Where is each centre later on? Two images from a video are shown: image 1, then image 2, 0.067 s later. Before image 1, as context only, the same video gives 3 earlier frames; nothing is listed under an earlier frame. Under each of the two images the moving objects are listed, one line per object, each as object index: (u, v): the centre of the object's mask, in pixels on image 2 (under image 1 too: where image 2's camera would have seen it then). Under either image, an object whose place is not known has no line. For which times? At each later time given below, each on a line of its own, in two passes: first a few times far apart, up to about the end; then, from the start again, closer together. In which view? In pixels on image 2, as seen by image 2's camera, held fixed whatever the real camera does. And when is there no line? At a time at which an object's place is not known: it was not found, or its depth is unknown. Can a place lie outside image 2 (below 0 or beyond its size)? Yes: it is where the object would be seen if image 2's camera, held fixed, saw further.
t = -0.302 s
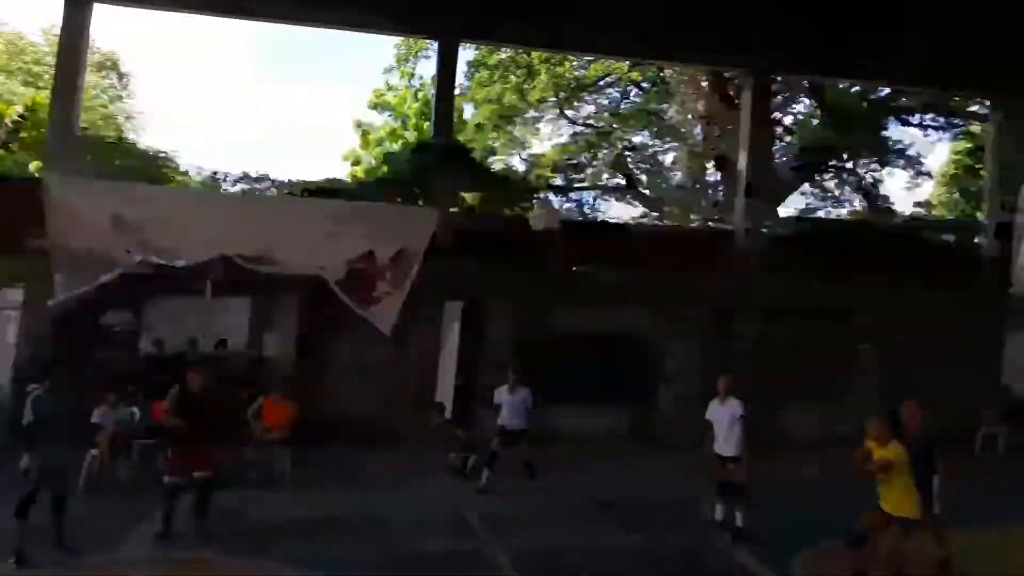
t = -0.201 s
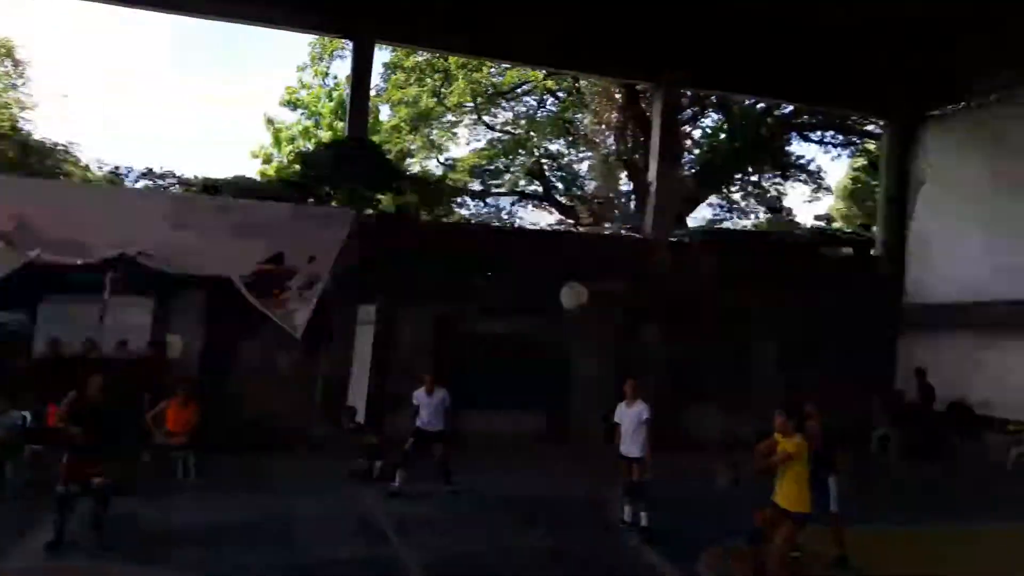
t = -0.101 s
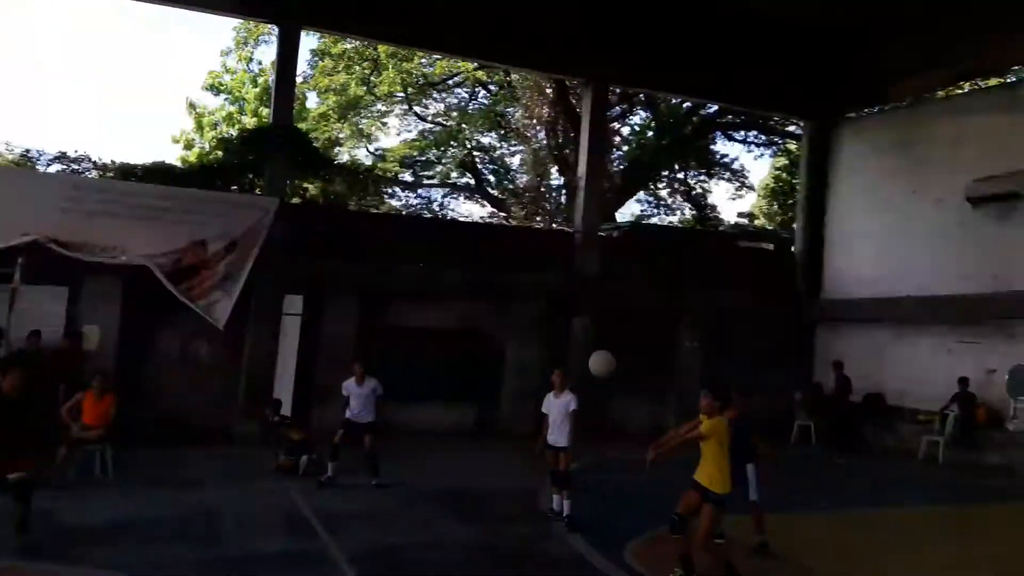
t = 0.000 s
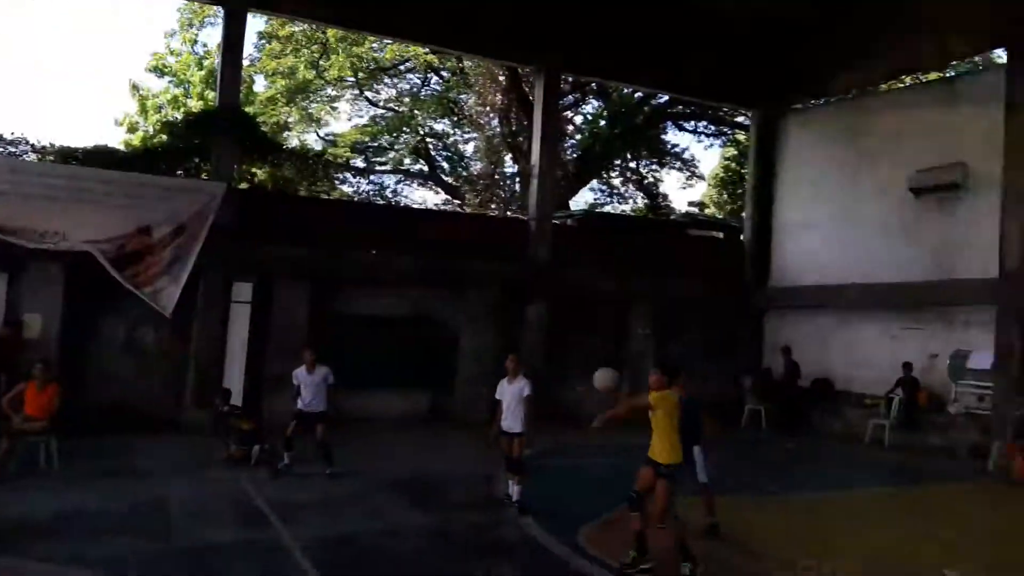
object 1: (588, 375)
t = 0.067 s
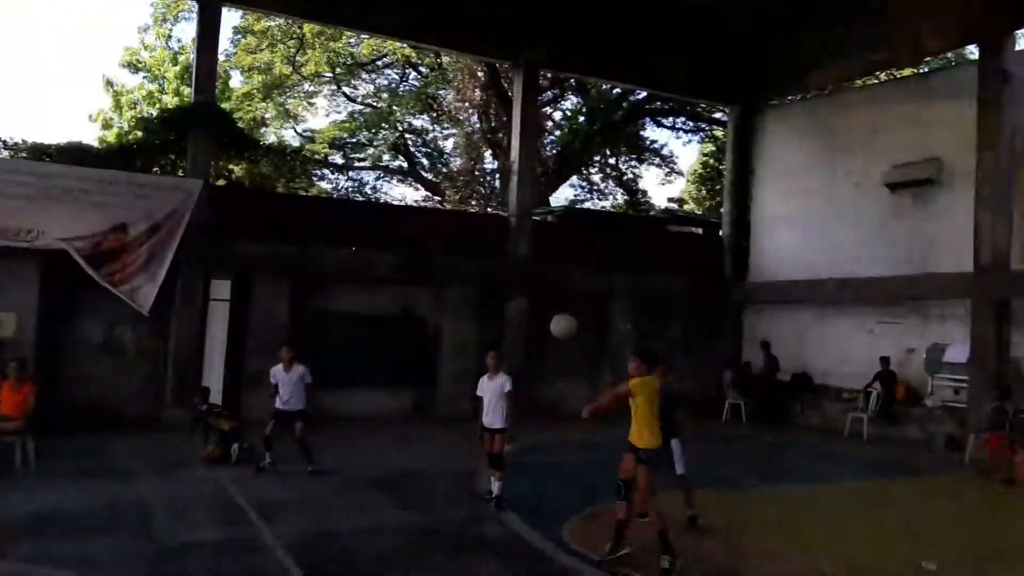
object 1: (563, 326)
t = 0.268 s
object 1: (483, 203)
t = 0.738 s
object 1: (251, 74)
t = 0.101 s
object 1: (551, 303)
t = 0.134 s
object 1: (538, 281)
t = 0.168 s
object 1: (525, 260)
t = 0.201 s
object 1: (512, 242)
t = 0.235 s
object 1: (499, 221)
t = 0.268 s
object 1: (483, 203)
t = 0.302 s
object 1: (470, 187)
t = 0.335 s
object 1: (456, 171)
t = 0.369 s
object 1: (438, 155)
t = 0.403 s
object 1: (423, 140)
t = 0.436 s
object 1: (407, 128)
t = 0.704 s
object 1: (270, 74)
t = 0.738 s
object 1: (251, 74)
